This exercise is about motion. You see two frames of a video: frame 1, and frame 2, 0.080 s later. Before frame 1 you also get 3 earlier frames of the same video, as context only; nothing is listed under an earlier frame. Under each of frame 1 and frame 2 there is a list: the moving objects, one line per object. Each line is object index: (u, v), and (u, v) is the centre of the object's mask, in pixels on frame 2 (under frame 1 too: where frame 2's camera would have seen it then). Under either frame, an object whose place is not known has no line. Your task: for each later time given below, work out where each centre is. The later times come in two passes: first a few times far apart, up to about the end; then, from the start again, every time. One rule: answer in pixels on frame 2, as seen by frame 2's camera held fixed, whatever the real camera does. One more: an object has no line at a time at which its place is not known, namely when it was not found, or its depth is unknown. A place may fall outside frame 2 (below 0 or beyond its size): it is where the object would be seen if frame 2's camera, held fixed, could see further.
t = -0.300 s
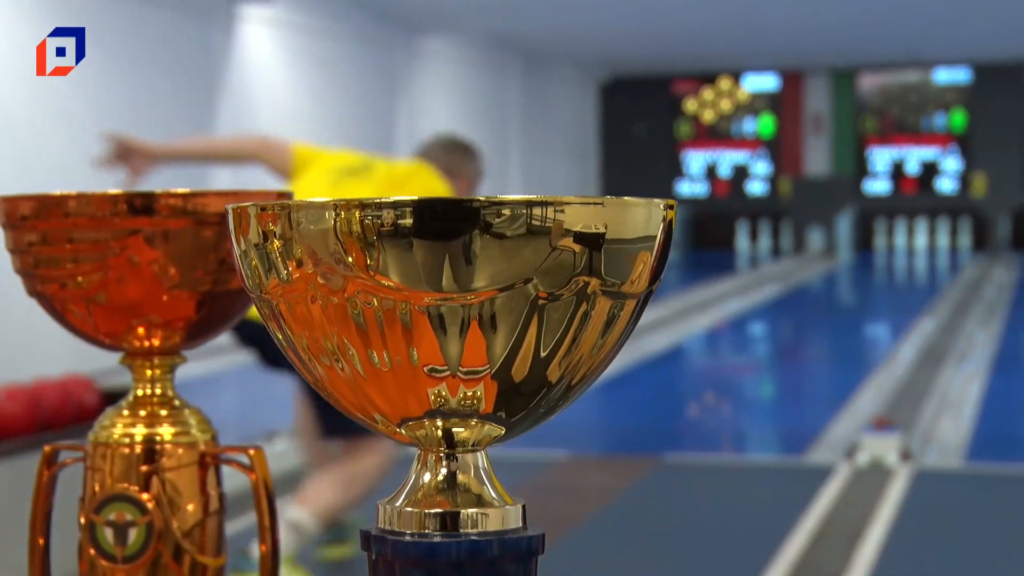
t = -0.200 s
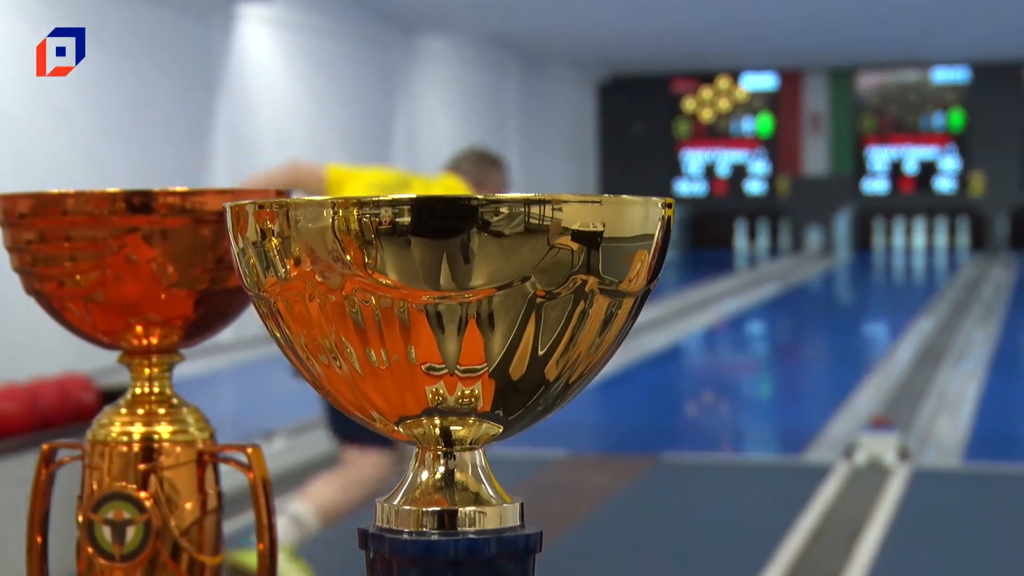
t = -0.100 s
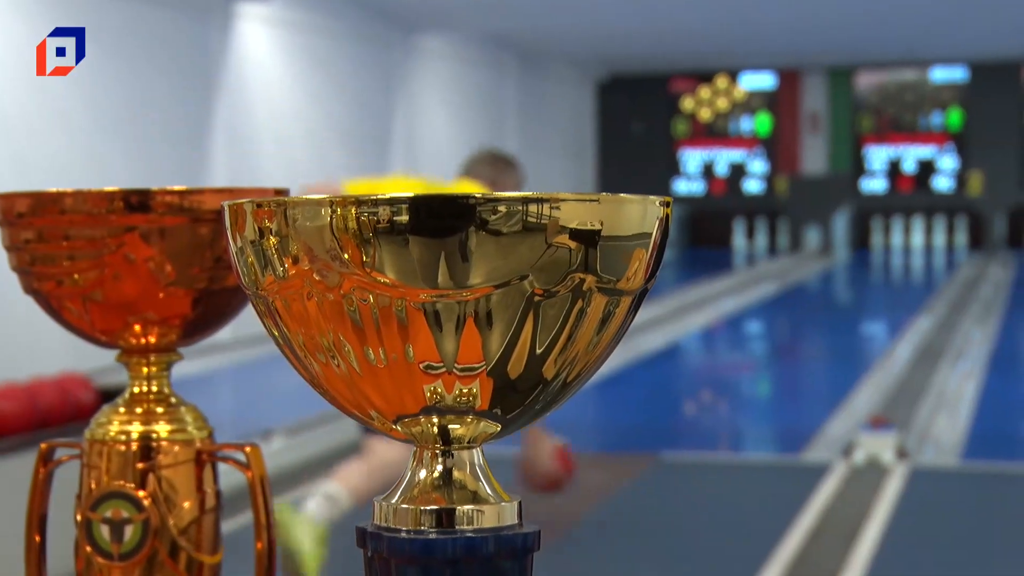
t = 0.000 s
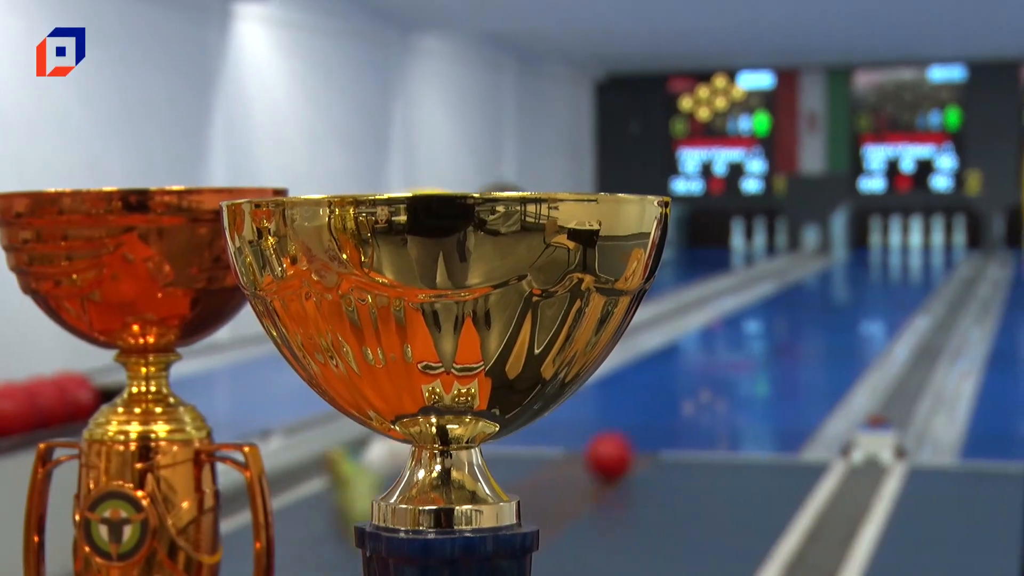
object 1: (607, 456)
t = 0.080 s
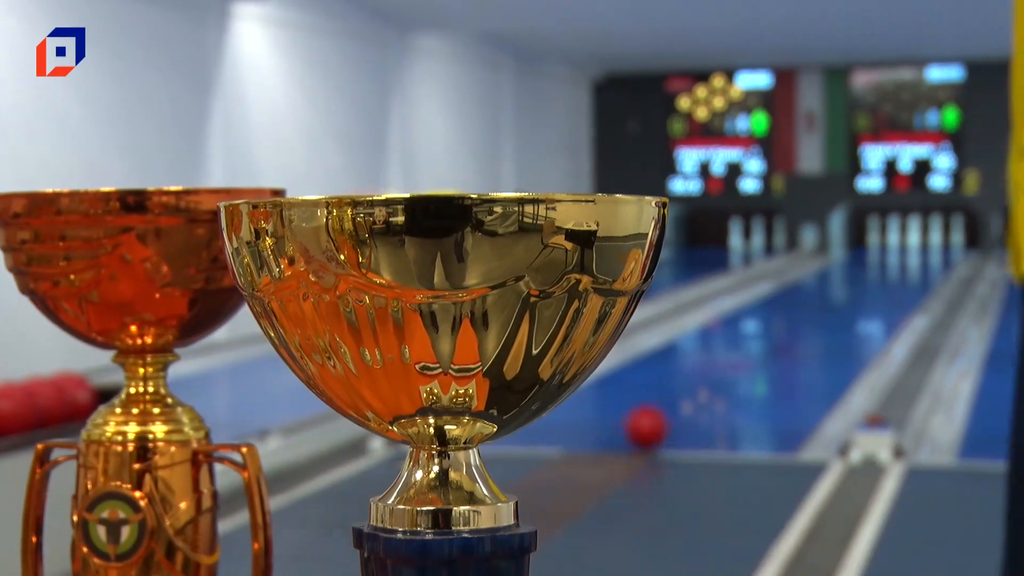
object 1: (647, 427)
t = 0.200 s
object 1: (692, 398)
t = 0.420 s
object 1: (753, 356)
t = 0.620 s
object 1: (791, 330)
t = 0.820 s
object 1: (820, 310)
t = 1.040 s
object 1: (845, 294)
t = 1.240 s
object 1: (862, 282)
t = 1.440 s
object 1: (877, 272)
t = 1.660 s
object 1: (891, 264)
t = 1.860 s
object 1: (902, 257)
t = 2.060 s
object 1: (909, 254)
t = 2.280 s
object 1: (922, 248)
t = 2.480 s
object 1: (928, 243)
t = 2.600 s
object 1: (926, 243)
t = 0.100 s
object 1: (655, 423)
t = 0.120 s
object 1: (663, 419)
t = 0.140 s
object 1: (670, 414)
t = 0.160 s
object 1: (678, 409)
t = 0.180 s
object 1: (686, 403)
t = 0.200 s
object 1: (692, 398)
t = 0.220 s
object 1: (699, 394)
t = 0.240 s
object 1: (706, 390)
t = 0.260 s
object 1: (712, 386)
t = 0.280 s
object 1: (718, 381)
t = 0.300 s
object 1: (723, 378)
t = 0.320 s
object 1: (729, 374)
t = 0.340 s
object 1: (734, 370)
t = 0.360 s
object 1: (739, 366)
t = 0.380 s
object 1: (743, 363)
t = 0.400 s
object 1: (749, 359)
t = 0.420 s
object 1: (753, 356)
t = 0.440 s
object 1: (758, 353)
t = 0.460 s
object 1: (763, 350)
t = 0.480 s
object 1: (767, 347)
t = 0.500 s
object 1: (770, 345)
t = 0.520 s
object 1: (775, 342)
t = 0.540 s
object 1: (778, 340)
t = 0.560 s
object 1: (781, 337)
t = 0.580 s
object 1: (785, 335)
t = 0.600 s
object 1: (788, 333)
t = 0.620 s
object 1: (791, 330)
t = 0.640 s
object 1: (795, 328)
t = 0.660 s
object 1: (797, 325)
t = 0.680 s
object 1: (801, 323)
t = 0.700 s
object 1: (804, 321)
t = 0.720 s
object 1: (807, 319)
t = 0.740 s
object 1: (809, 317)
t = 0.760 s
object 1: (813, 315)
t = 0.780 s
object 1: (816, 314)
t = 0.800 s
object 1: (818, 312)
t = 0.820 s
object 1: (820, 310)
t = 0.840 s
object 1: (823, 308)
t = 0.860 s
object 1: (825, 307)
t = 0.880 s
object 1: (828, 305)
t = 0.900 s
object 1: (830, 304)
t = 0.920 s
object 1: (832, 302)
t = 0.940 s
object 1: (835, 301)
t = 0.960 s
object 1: (836, 299)
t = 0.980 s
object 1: (839, 298)
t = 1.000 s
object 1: (841, 297)
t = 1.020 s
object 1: (843, 295)
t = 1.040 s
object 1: (845, 294)
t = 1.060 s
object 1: (847, 293)
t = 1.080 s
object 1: (849, 292)
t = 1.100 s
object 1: (851, 290)
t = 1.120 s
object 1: (853, 289)
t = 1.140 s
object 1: (854, 288)
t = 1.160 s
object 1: (856, 287)
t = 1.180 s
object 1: (857, 286)
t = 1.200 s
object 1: (859, 284)
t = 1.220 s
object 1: (860, 283)
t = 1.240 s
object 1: (862, 282)
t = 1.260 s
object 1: (863, 282)
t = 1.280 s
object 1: (865, 280)
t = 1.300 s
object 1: (867, 279)
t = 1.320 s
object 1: (869, 277)
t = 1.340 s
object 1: (870, 276)
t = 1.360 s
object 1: (871, 275)
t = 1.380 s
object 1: (873, 275)
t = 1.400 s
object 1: (875, 274)
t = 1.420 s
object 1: (876, 273)
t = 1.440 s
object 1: (877, 272)
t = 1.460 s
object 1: (878, 272)
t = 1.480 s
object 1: (878, 271)
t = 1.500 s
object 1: (880, 271)
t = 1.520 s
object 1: (882, 270)
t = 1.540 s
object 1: (883, 269)
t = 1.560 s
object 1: (884, 269)
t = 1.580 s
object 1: (886, 268)
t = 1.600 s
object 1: (887, 267)
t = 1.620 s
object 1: (888, 266)
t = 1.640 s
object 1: (891, 265)
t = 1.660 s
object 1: (891, 264)
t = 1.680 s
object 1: (893, 263)
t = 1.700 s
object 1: (893, 263)
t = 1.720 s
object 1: (894, 262)
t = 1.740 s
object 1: (895, 261)
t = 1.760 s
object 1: (896, 260)
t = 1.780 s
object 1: (897, 261)
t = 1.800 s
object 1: (899, 259)
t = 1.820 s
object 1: (900, 258)
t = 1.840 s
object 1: (902, 257)
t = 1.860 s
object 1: (902, 257)
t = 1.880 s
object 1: (903, 257)
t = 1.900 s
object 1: (904, 256)
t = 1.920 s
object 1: (904, 255)
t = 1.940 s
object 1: (905, 255)
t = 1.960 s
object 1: (905, 255)
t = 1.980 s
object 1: (906, 254)
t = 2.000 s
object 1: (907, 254)
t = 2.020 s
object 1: (907, 255)
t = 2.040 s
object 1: (909, 254)
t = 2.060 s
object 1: (909, 254)
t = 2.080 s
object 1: (910, 254)
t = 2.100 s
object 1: (911, 253)
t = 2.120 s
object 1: (914, 255)
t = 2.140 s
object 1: (913, 253)
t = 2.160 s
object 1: (915, 252)
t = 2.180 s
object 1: (915, 252)
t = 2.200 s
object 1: (916, 251)
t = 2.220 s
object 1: (916, 250)
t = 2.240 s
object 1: (920, 248)
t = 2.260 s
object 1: (920, 248)
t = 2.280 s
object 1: (922, 248)
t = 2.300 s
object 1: (923, 247)
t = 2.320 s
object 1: (924, 248)
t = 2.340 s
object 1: (924, 248)
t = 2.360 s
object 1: (924, 248)
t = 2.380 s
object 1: (925, 247)
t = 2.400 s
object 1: (928, 242)
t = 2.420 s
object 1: (928, 243)
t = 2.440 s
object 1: (928, 244)
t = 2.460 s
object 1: (928, 244)
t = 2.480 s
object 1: (928, 243)
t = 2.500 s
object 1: (928, 243)
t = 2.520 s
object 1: (929, 243)
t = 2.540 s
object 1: (930, 242)
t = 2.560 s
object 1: (930, 243)
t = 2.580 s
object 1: (930, 243)
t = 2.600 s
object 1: (926, 243)
